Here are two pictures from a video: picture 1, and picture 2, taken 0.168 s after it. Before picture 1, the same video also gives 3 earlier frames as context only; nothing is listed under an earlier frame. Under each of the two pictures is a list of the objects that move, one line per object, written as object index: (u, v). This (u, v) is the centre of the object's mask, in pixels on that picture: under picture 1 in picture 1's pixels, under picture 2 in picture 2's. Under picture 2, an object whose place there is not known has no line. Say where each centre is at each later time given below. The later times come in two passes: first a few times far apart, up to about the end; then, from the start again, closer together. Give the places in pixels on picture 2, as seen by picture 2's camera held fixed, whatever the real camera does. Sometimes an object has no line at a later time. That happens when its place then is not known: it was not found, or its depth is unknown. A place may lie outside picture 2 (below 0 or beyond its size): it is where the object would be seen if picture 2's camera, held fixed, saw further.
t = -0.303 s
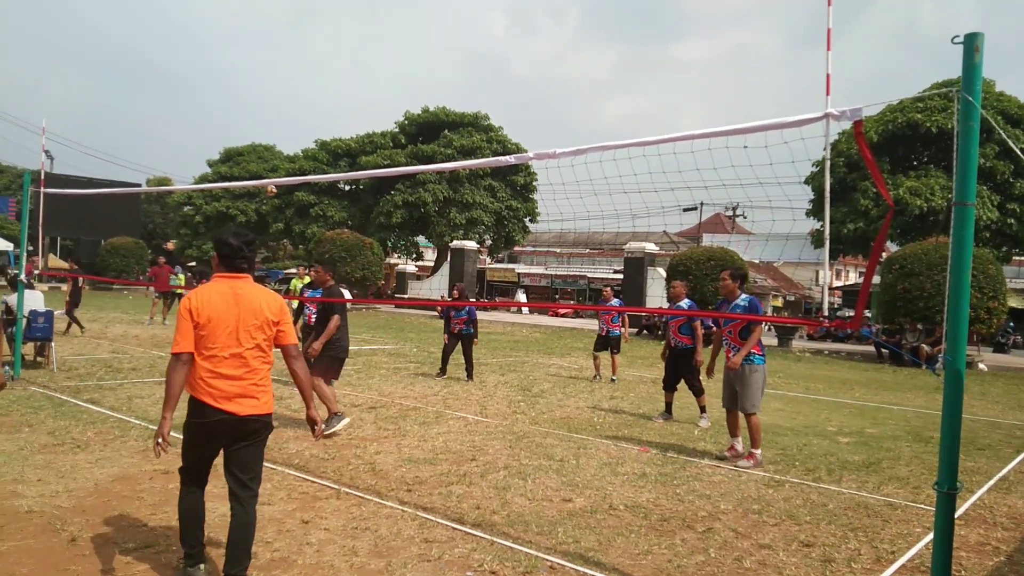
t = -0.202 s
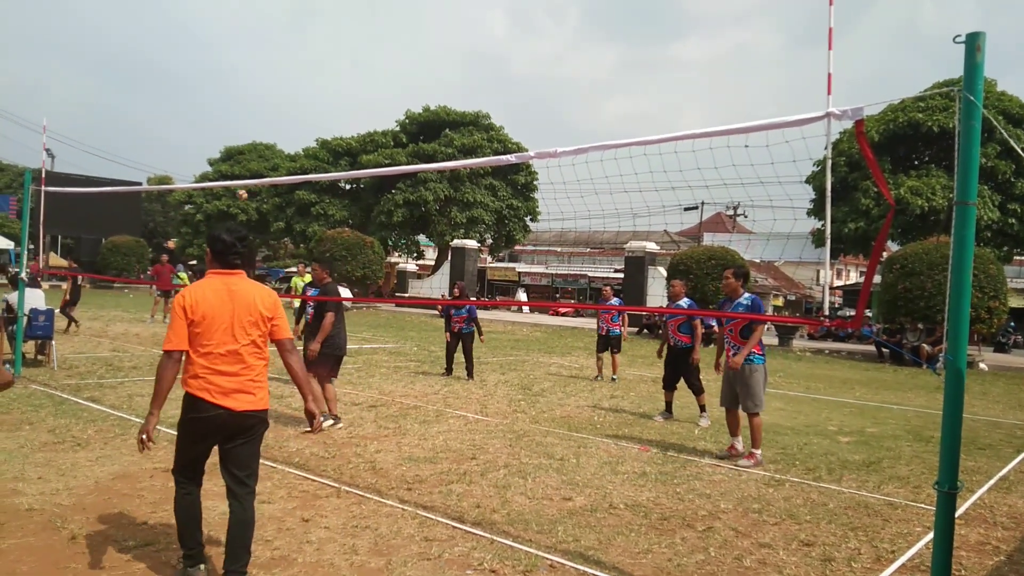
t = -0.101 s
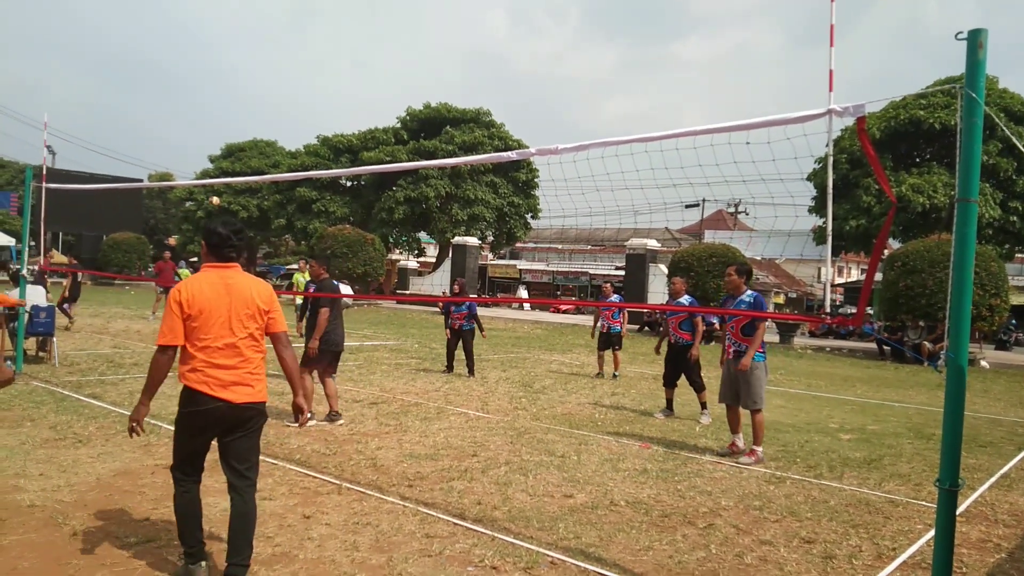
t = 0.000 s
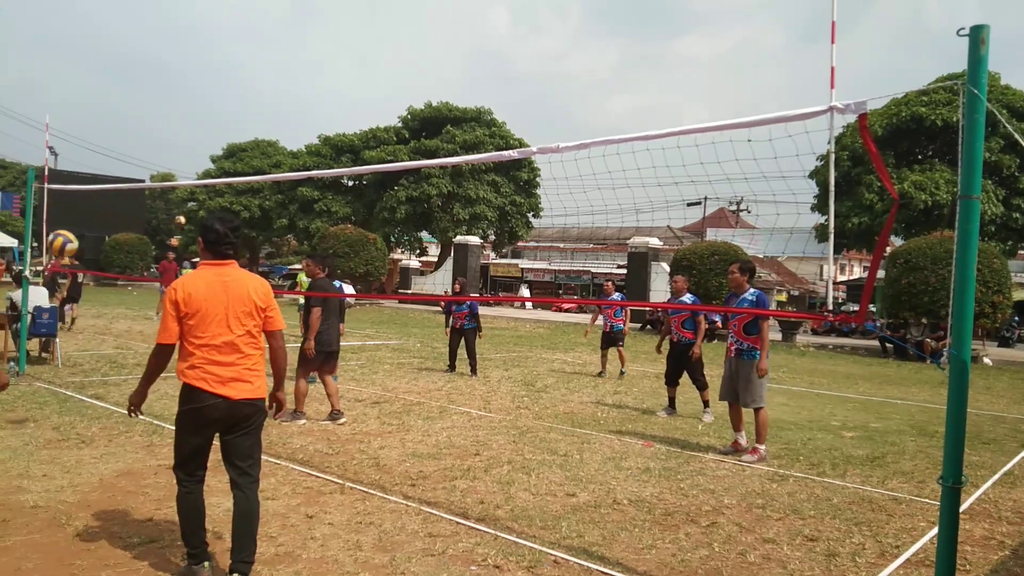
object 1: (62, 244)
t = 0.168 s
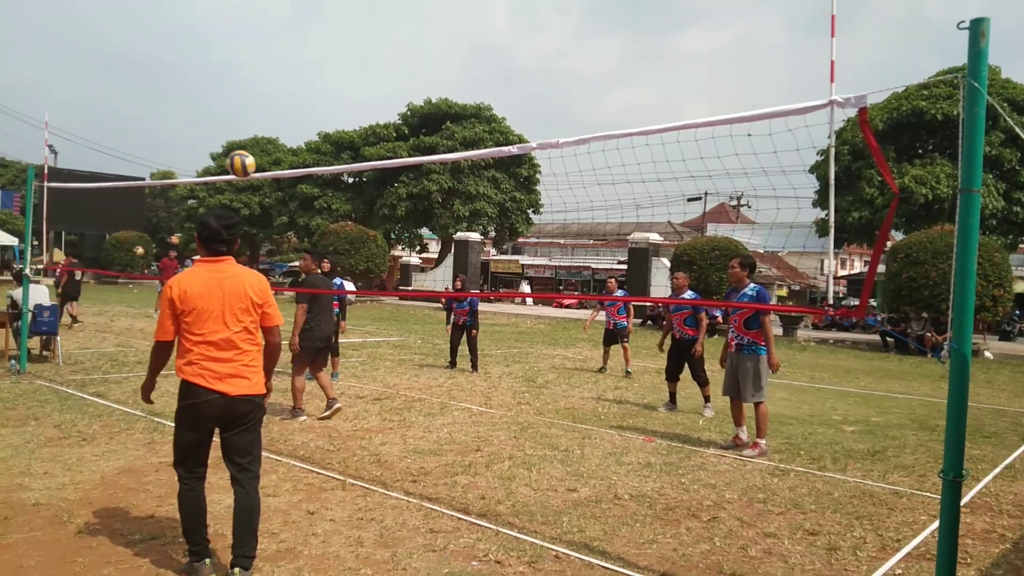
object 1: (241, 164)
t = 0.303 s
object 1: (378, 132)
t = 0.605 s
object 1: (665, 144)
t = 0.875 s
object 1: (895, 244)
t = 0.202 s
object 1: (276, 154)
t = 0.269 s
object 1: (344, 138)
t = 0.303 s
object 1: (378, 132)
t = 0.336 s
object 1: (411, 127)
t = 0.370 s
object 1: (444, 123)
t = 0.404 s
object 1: (477, 122)
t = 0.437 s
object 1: (509, 122)
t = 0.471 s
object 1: (541, 124)
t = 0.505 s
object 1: (573, 126)
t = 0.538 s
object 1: (604, 126)
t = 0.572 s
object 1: (635, 139)
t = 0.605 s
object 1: (665, 144)
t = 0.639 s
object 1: (695, 151)
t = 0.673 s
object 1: (725, 160)
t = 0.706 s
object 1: (755, 171)
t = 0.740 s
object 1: (783, 183)
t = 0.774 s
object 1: (812, 196)
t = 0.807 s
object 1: (842, 208)
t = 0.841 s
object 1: (866, 227)
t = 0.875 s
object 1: (895, 244)
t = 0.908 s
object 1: (920, 260)
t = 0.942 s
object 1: (944, 279)
